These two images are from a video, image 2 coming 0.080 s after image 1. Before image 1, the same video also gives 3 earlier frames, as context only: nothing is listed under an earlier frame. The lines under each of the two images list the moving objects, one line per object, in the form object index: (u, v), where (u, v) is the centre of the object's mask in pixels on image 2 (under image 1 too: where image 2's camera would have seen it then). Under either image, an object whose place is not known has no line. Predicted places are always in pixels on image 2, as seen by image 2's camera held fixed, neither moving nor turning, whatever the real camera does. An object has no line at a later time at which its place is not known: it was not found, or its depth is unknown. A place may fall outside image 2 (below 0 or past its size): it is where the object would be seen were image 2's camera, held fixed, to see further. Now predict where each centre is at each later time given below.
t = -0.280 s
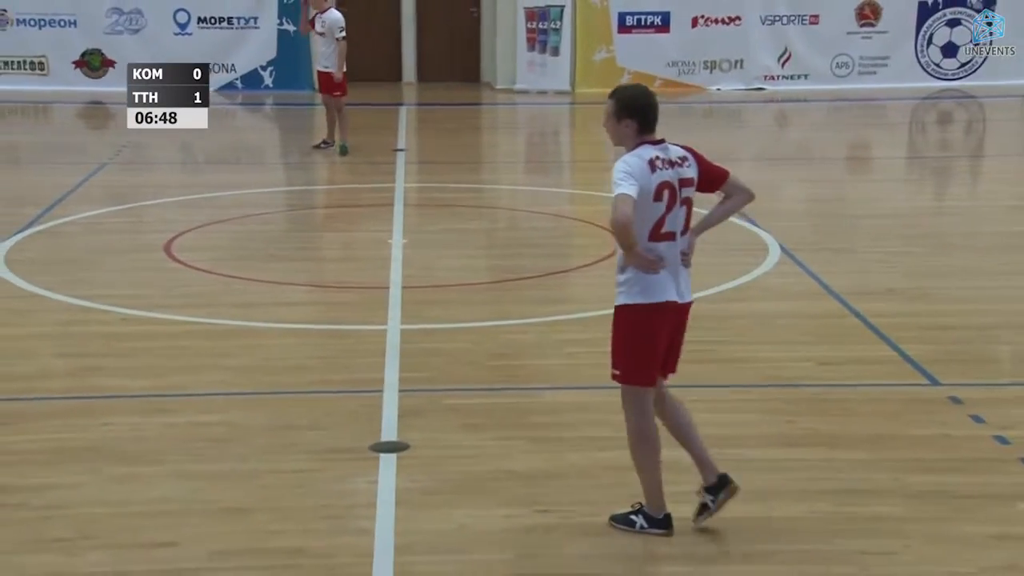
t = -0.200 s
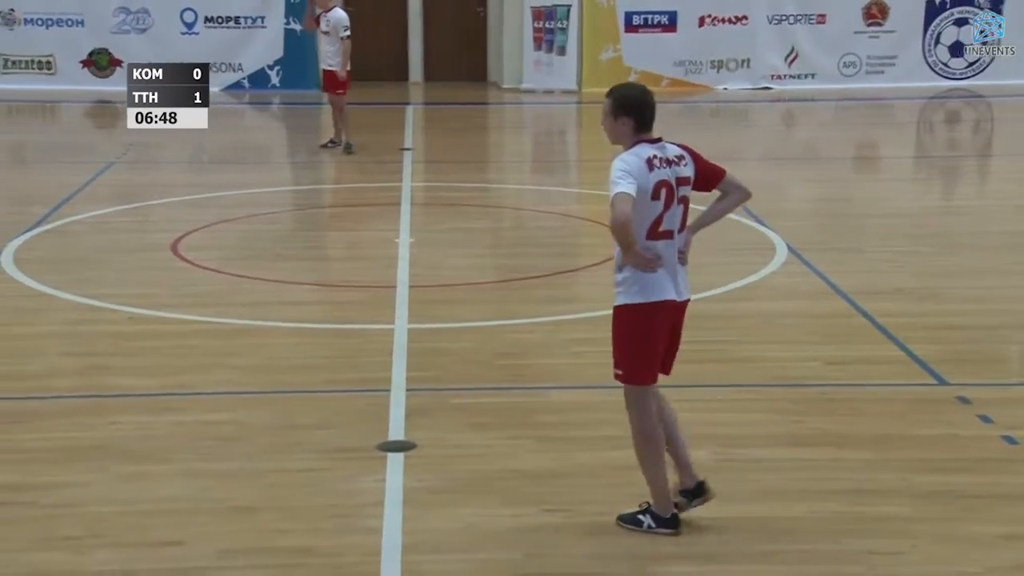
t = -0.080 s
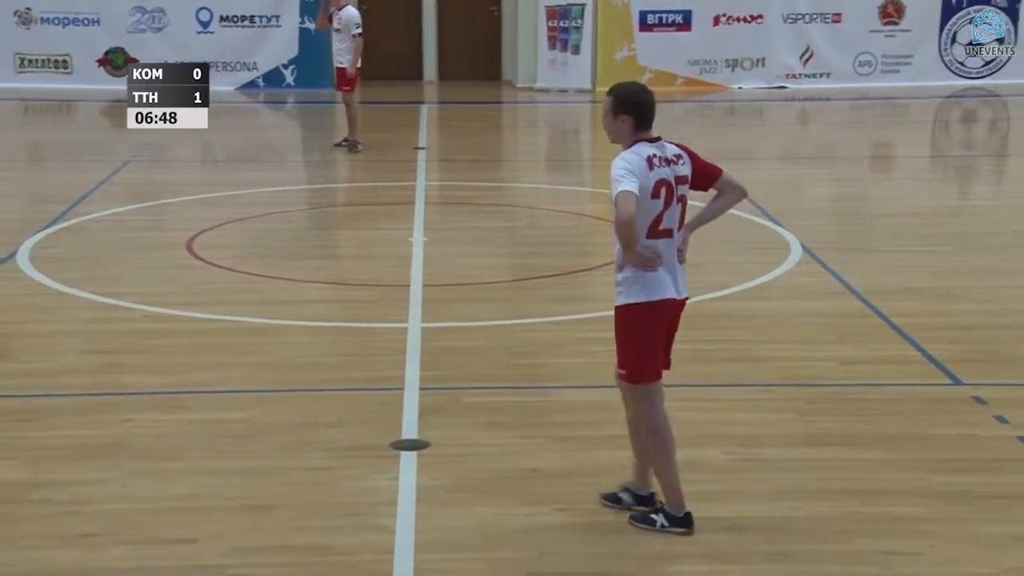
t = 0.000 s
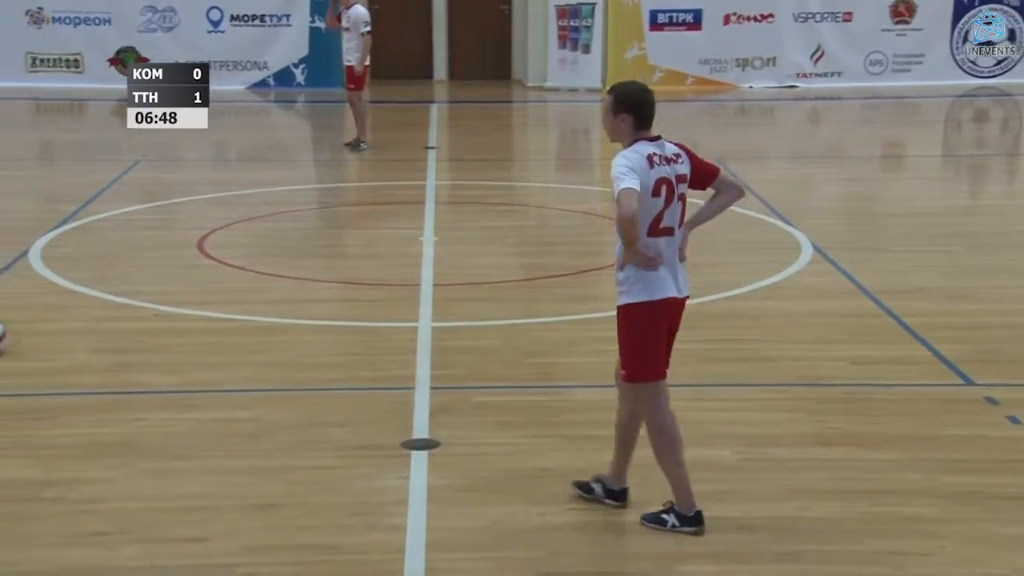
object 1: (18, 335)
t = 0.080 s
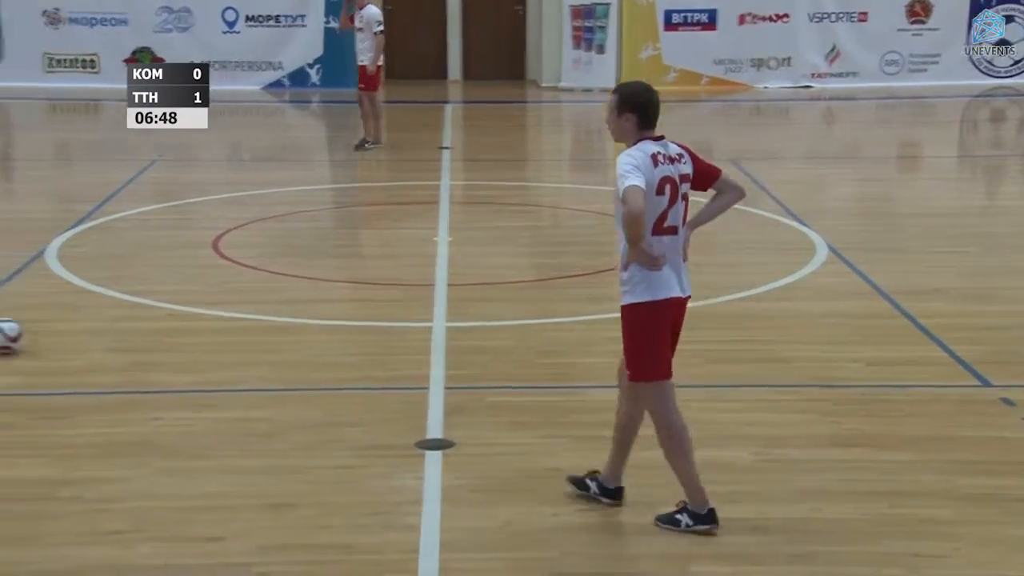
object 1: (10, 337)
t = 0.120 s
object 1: (6, 336)
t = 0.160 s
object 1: (7, 336)
